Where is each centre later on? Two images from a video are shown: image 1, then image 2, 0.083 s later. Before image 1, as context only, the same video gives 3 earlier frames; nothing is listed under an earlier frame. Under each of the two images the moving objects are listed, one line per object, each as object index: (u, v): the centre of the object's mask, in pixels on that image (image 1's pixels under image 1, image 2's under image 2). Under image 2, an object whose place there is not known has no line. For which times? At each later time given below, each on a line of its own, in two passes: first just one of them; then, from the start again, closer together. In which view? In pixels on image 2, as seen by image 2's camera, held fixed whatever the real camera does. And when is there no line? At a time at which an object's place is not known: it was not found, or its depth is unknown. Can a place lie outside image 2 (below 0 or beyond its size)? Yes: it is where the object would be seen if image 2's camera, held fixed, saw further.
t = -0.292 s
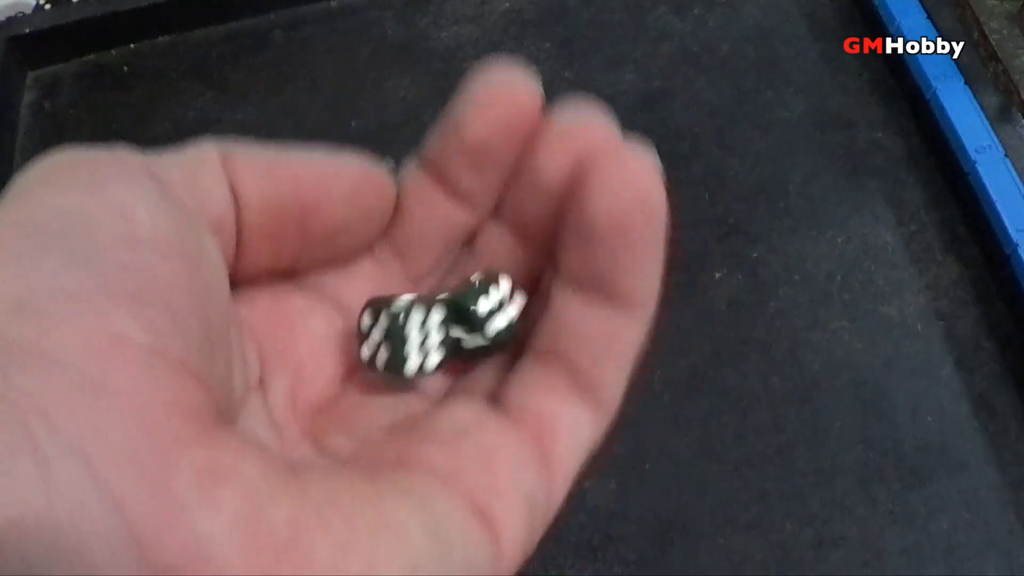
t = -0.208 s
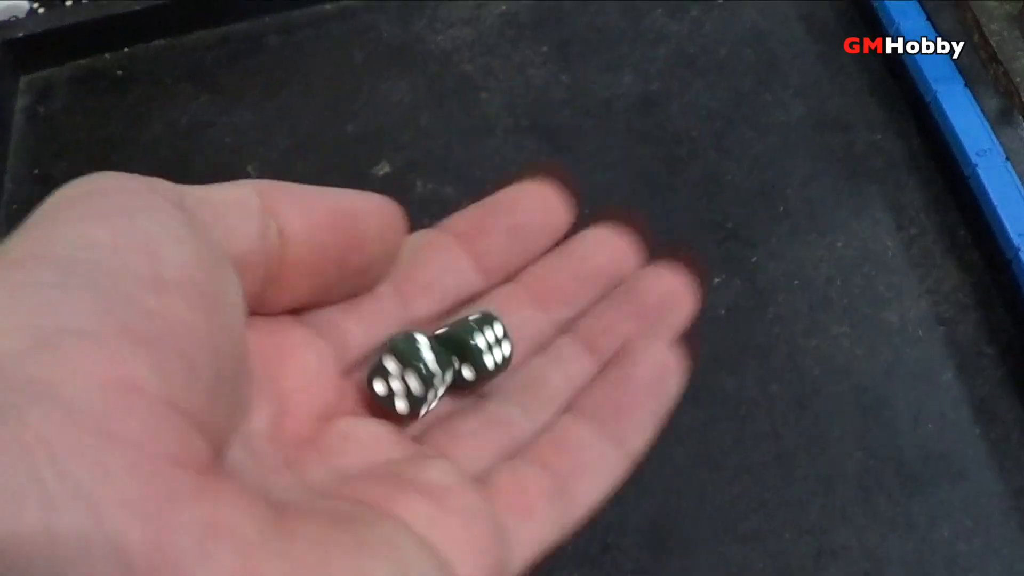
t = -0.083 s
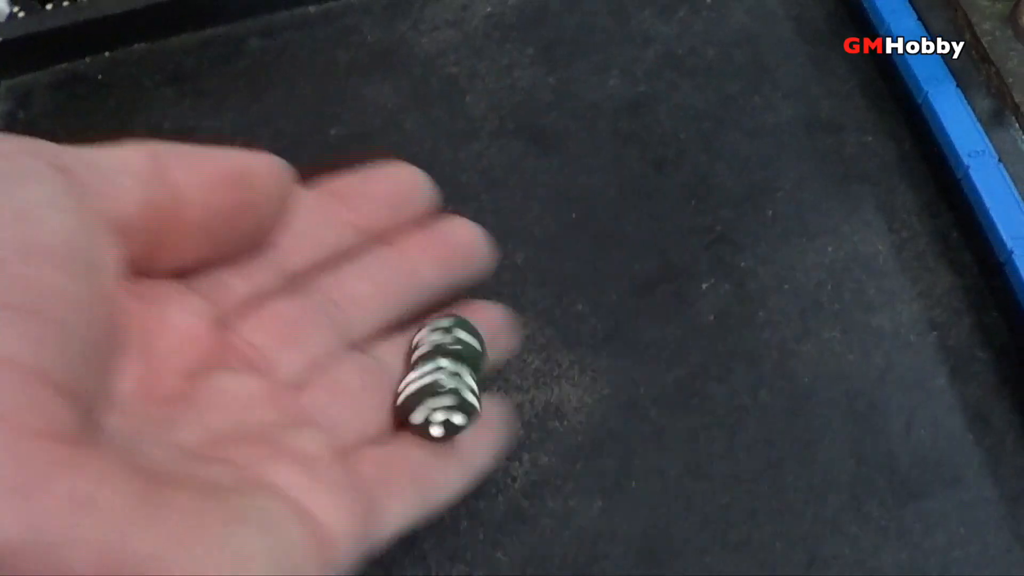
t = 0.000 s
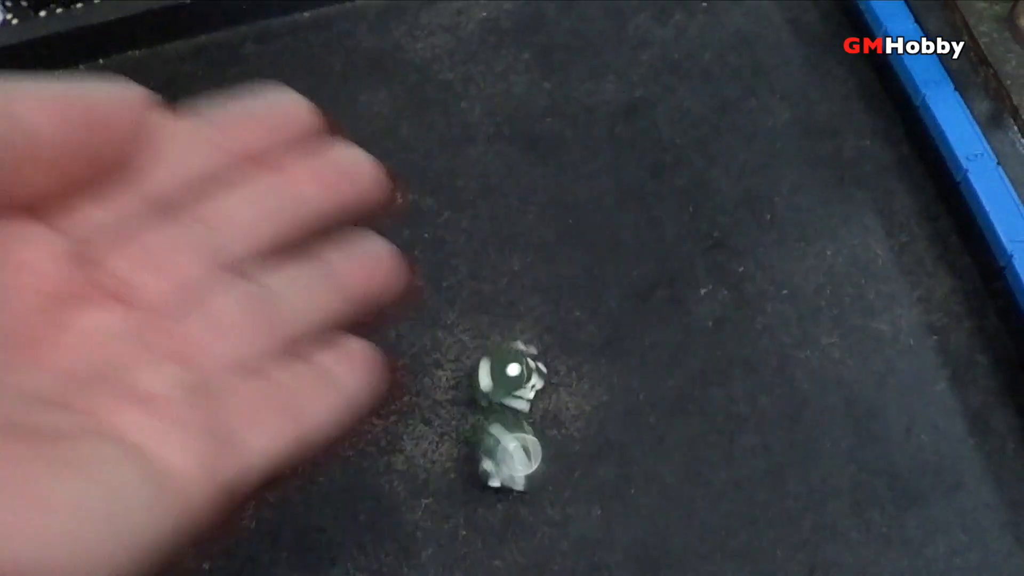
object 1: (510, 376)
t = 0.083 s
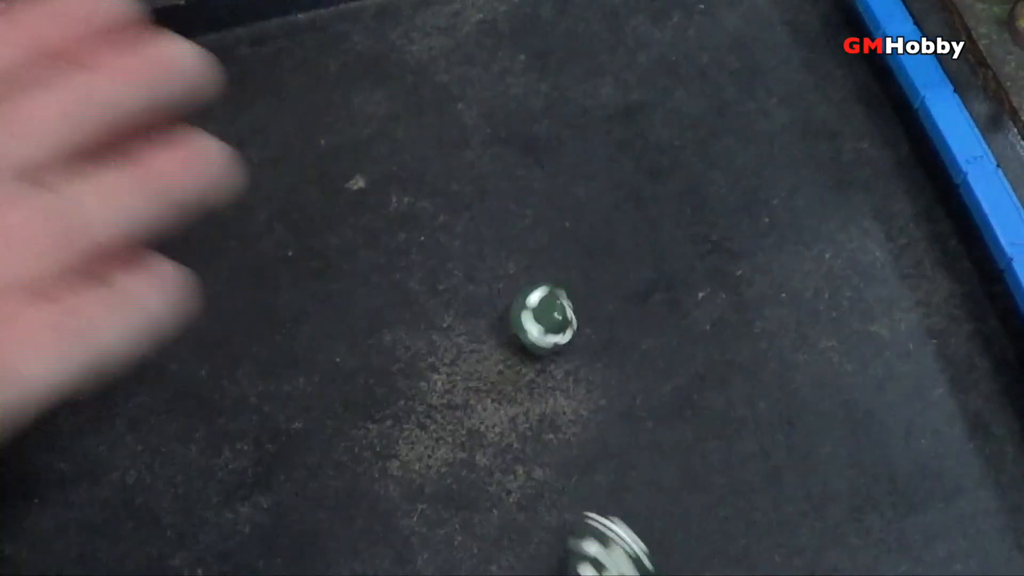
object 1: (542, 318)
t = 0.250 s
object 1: (604, 271)
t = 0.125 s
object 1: (558, 302)
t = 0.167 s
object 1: (570, 291)
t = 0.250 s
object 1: (604, 271)
